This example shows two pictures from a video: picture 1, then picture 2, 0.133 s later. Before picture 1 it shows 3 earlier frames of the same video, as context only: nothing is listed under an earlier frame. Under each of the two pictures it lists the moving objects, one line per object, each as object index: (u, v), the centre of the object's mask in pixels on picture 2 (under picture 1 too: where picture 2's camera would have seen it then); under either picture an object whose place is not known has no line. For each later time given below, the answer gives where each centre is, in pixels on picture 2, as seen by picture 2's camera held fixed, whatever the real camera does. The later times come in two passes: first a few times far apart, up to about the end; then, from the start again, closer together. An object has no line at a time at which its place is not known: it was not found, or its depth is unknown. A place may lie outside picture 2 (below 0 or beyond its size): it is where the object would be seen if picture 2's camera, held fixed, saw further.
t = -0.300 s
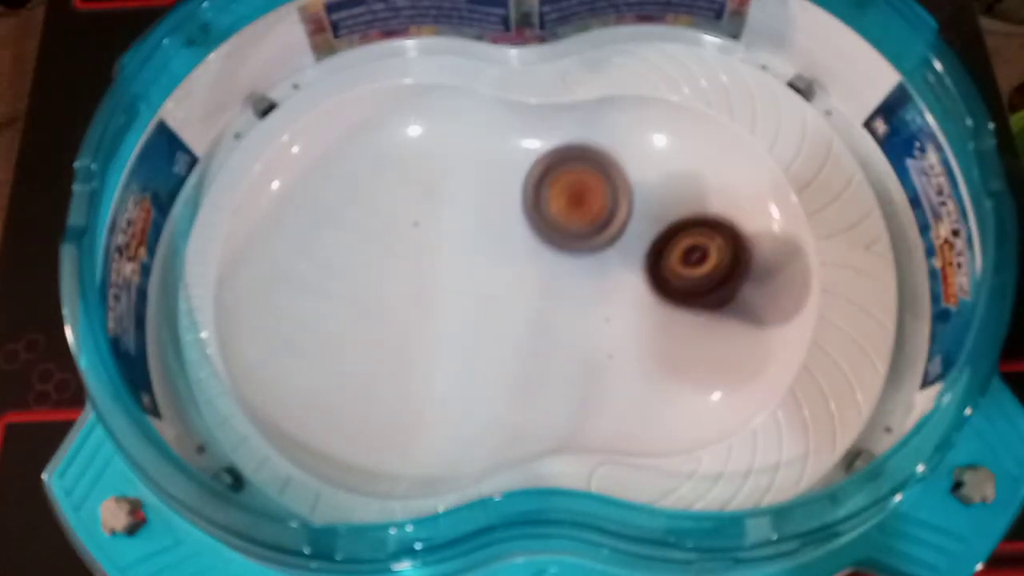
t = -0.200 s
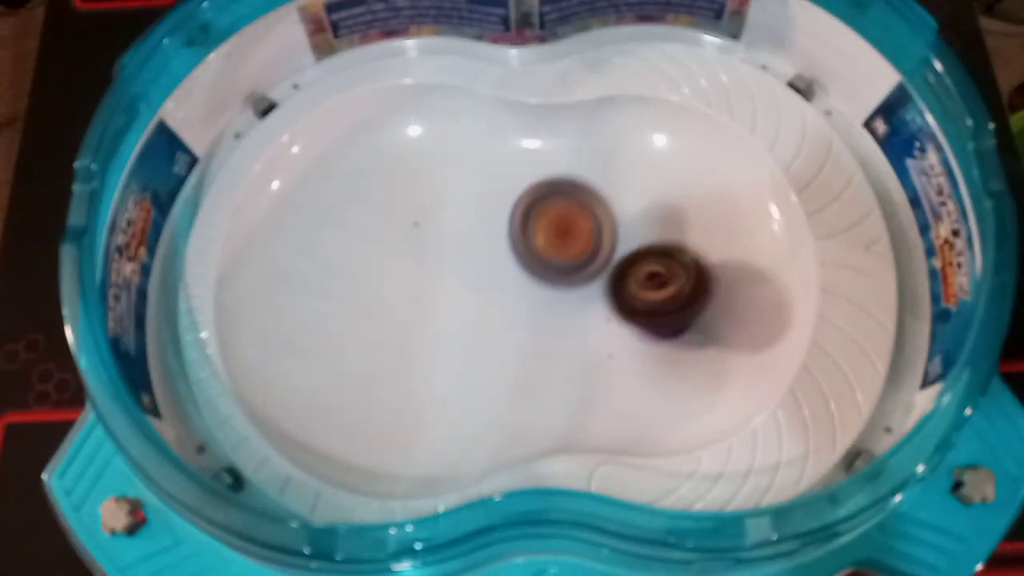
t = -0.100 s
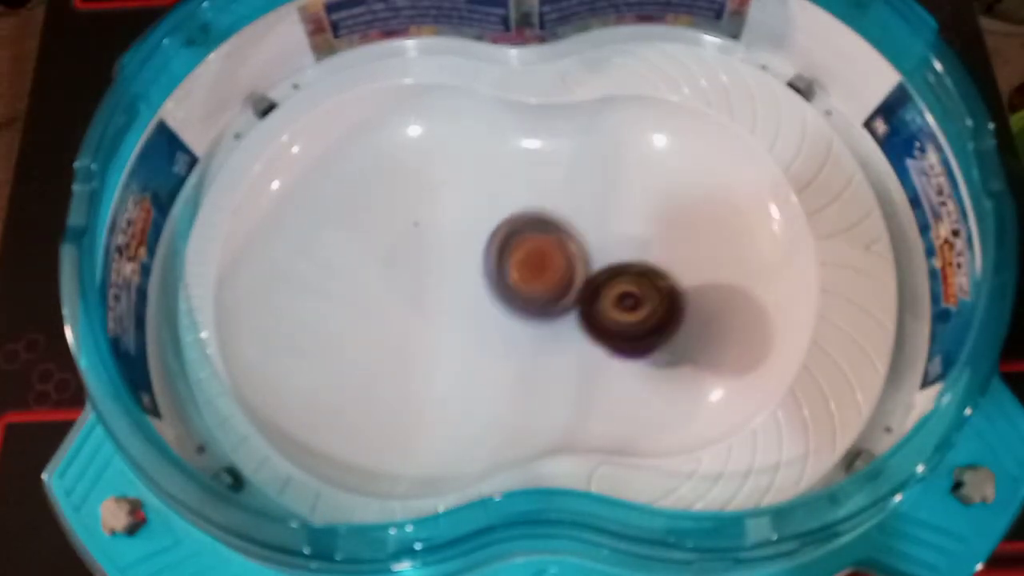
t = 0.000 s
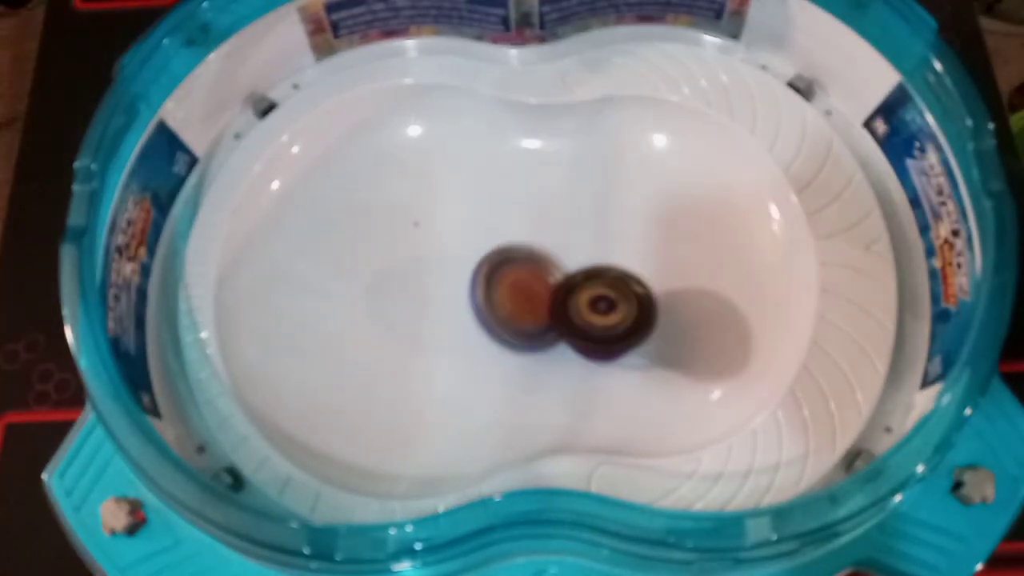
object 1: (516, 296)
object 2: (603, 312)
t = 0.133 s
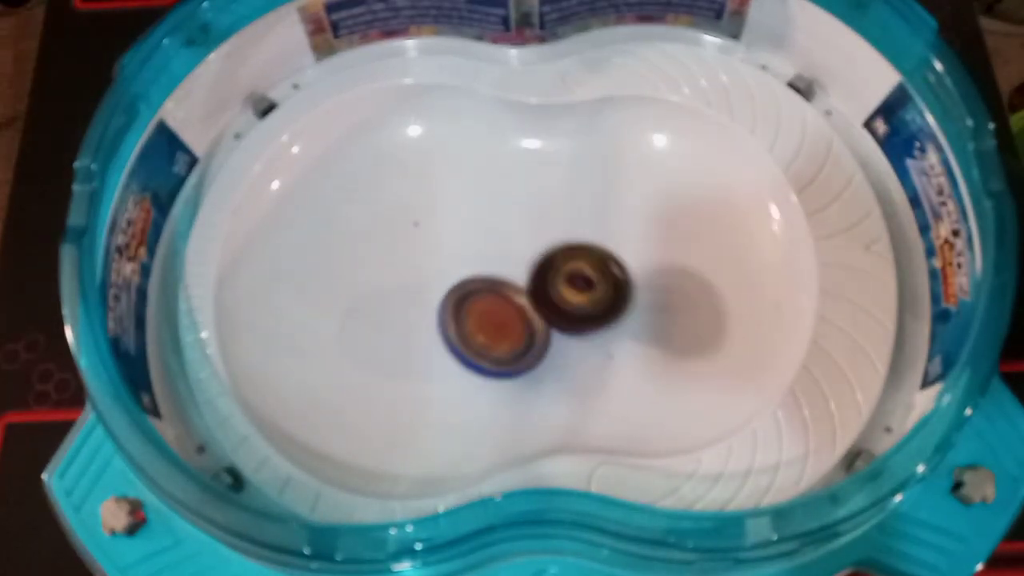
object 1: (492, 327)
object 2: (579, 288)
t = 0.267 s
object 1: (477, 339)
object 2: (546, 245)
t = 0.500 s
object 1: (450, 353)
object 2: (473, 169)
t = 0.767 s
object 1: (468, 292)
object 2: (376, 150)
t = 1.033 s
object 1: (445, 233)
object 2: (335, 258)
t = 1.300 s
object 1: (387, 221)
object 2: (371, 369)
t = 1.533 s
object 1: (348, 241)
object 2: (429, 373)
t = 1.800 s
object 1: (361, 291)
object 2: (465, 294)
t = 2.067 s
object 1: (421, 314)
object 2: (502, 210)
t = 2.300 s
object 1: (454, 303)
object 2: (541, 217)
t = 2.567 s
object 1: (447, 257)
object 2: (588, 292)
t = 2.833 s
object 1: (408, 230)
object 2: (597, 345)
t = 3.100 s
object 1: (378, 229)
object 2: (582, 279)
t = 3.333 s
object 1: (387, 256)
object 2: (567, 192)
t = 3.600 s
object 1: (429, 285)
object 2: (548, 198)
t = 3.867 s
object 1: (441, 307)
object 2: (550, 261)
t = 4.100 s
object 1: (415, 308)
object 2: (539, 298)
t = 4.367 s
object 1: (389, 282)
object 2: (497, 270)
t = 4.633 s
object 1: (372, 255)
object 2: (487, 216)
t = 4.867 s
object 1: (385, 256)
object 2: (488, 219)
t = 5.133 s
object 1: (397, 278)
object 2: (511, 273)
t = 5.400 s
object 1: (413, 294)
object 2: (516, 324)
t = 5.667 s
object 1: (407, 288)
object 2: (522, 298)
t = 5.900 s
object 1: (405, 275)
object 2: (522, 242)
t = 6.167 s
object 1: (405, 262)
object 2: (520, 225)
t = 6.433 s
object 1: (400, 263)
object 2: (515, 264)
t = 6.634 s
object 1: (395, 271)
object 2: (501, 295)
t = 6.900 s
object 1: (393, 272)
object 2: (505, 290)
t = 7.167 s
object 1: (388, 277)
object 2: (540, 267)
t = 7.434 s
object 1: (411, 272)
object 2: (561, 278)
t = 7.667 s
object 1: (422, 261)
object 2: (539, 278)
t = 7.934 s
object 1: (413, 263)
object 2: (543, 256)
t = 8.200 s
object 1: (410, 274)
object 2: (546, 267)
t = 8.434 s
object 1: (422, 276)
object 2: (529, 261)
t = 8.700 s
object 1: (410, 275)
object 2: (535, 251)
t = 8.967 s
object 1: (408, 288)
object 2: (524, 258)
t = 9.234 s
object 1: (408, 296)
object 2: (530, 251)
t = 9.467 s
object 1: (402, 287)
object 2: (532, 266)
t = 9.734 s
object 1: (391, 289)
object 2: (505, 257)
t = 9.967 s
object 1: (398, 283)
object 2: (499, 239)
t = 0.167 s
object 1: (489, 331)
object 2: (572, 279)
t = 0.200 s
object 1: (486, 335)
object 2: (563, 268)
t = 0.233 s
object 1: (482, 337)
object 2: (555, 257)
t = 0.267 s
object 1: (477, 339)
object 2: (546, 245)
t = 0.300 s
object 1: (472, 342)
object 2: (537, 233)
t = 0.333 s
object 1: (469, 343)
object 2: (527, 222)
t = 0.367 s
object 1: (465, 345)
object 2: (517, 210)
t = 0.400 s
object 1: (461, 347)
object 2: (506, 199)
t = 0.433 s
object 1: (458, 349)
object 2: (495, 189)
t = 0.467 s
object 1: (453, 351)
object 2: (484, 178)
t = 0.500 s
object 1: (450, 353)
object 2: (473, 169)
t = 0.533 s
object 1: (453, 350)
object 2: (462, 160)
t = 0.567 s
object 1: (459, 343)
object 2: (452, 151)
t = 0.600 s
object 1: (466, 333)
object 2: (440, 144)
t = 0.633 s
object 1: (465, 325)
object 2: (426, 140)
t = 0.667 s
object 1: (467, 317)
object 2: (415, 140)
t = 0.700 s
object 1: (468, 309)
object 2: (400, 139)
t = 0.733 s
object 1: (468, 300)
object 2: (387, 143)
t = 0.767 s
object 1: (468, 292)
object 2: (376, 150)
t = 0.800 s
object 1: (468, 283)
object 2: (366, 159)
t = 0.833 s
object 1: (466, 275)
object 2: (358, 169)
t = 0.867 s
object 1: (464, 267)
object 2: (351, 182)
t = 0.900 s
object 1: (462, 258)
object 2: (346, 195)
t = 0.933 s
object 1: (459, 251)
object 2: (341, 210)
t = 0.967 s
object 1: (455, 245)
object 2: (338, 227)
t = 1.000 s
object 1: (451, 238)
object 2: (336, 242)
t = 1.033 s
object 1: (445, 233)
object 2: (335, 258)
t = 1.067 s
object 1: (438, 228)
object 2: (336, 276)
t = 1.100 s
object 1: (432, 225)
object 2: (338, 292)
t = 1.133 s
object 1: (425, 224)
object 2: (340, 308)
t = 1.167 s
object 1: (417, 223)
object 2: (345, 324)
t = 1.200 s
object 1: (409, 222)
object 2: (351, 337)
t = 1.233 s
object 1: (401, 221)
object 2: (357, 350)
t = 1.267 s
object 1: (394, 221)
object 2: (364, 360)
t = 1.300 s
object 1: (387, 221)
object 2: (371, 369)
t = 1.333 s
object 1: (380, 222)
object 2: (379, 376)
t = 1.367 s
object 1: (373, 223)
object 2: (388, 380)
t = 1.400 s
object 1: (367, 225)
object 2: (397, 383)
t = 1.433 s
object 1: (361, 227)
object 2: (405, 383)
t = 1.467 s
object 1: (356, 231)
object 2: (414, 382)
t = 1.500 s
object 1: (351, 236)
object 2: (422, 378)
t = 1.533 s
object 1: (348, 241)
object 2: (429, 373)
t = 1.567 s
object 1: (346, 247)
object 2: (437, 366)
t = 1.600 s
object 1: (345, 253)
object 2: (440, 357)
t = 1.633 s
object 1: (345, 260)
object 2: (446, 347)
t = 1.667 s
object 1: (347, 266)
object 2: (449, 336)
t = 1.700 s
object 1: (350, 273)
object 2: (455, 325)
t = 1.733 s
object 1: (352, 279)
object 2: (458, 315)
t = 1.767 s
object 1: (356, 285)
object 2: (463, 304)
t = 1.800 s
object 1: (361, 291)
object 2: (465, 294)
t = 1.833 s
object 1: (367, 296)
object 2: (468, 283)
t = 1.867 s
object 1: (374, 301)
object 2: (471, 272)
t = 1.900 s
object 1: (382, 305)
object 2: (475, 263)
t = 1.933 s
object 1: (390, 308)
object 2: (481, 250)
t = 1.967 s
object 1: (397, 312)
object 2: (486, 237)
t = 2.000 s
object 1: (406, 313)
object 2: (492, 225)
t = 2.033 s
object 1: (413, 314)
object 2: (498, 216)
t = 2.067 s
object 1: (421, 314)
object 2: (502, 210)
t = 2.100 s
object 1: (428, 313)
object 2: (506, 207)
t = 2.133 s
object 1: (435, 312)
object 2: (510, 204)
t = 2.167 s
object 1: (441, 309)
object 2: (514, 205)
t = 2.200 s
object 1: (449, 305)
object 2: (519, 209)
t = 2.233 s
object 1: (455, 300)
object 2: (522, 214)
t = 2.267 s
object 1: (455, 299)
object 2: (529, 215)
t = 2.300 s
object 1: (454, 303)
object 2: (541, 217)
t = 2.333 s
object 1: (452, 302)
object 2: (548, 223)
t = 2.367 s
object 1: (454, 296)
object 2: (555, 229)
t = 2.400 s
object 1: (455, 288)
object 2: (562, 237)
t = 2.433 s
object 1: (454, 282)
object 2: (569, 247)
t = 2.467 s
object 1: (453, 275)
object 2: (574, 257)
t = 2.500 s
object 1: (452, 269)
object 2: (580, 269)
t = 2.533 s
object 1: (449, 263)
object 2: (586, 280)
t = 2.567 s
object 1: (447, 257)
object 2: (588, 292)
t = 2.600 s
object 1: (444, 251)
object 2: (593, 303)
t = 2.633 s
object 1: (440, 247)
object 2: (594, 314)
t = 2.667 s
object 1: (436, 242)
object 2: (596, 323)
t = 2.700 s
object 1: (431, 238)
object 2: (597, 330)
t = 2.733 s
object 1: (426, 235)
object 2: (598, 337)
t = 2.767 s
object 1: (420, 233)
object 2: (598, 342)
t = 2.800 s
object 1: (414, 231)
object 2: (597, 344)
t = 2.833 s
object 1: (408, 230)
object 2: (597, 345)
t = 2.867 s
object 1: (402, 228)
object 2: (597, 343)
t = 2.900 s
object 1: (396, 227)
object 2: (596, 340)
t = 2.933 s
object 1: (391, 227)
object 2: (594, 334)
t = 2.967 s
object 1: (387, 226)
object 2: (592, 326)
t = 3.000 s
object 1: (384, 226)
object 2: (590, 317)
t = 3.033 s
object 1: (382, 226)
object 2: (587, 305)
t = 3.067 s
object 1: (380, 227)
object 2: (585, 293)
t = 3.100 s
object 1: (378, 229)
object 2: (582, 279)
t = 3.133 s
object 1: (377, 232)
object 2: (579, 265)
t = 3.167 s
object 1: (376, 236)
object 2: (578, 251)
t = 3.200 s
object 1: (377, 240)
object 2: (575, 236)
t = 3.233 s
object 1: (378, 242)
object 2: (573, 224)
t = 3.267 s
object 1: (380, 247)
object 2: (571, 211)
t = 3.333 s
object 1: (387, 256)
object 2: (567, 192)
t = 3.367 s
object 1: (392, 260)
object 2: (564, 186)
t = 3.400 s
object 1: (396, 264)
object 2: (561, 180)
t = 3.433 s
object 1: (401, 268)
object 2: (560, 177)
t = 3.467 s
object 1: (407, 272)
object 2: (557, 178)
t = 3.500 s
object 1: (412, 276)
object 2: (553, 179)
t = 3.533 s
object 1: (418, 279)
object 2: (552, 183)
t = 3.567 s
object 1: (423, 282)
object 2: (551, 189)
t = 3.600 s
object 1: (429, 285)
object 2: (548, 198)
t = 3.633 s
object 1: (433, 288)
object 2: (547, 205)
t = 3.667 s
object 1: (439, 290)
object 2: (544, 215)
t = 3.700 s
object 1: (444, 292)
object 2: (542, 225)
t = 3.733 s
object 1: (448, 294)
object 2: (540, 235)
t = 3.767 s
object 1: (448, 299)
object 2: (545, 243)
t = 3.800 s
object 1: (447, 304)
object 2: (549, 251)
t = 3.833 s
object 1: (445, 305)
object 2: (549, 258)
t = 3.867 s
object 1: (441, 307)
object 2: (550, 261)
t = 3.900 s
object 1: (438, 310)
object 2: (553, 269)
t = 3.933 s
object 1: (435, 311)
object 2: (551, 278)
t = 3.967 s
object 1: (431, 311)
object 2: (549, 282)
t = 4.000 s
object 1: (427, 311)
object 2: (549, 287)
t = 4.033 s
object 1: (423, 310)
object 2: (547, 293)
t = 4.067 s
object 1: (419, 309)
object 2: (542, 297)
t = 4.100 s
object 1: (415, 308)
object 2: (539, 298)
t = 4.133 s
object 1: (412, 306)
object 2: (536, 299)
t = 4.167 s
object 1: (409, 304)
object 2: (530, 299)
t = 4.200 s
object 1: (405, 301)
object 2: (524, 298)
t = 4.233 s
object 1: (402, 298)
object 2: (521, 294)
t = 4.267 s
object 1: (398, 294)
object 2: (515, 290)
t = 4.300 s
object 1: (394, 290)
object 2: (507, 284)
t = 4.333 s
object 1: (391, 287)
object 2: (501, 277)
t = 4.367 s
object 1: (389, 282)
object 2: (497, 270)
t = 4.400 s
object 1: (385, 279)
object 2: (493, 263)
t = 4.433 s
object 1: (382, 277)
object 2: (492, 255)
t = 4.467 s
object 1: (380, 273)
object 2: (490, 243)
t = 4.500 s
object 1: (377, 269)
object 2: (492, 236)
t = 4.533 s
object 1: (375, 266)
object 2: (490, 230)
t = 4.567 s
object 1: (373, 262)
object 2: (488, 223)
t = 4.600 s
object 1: (373, 259)
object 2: (488, 218)
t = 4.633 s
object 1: (372, 255)
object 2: (487, 216)
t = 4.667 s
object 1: (372, 254)
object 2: (485, 213)
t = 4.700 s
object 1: (375, 252)
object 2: (482, 211)
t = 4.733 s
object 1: (377, 251)
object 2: (481, 209)
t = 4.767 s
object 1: (380, 249)
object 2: (480, 210)
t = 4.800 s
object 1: (381, 251)
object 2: (482, 212)
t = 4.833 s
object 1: (383, 255)
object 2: (485, 215)
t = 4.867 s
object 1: (385, 256)
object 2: (488, 219)
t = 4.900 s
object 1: (386, 259)
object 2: (491, 224)
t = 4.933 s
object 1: (388, 259)
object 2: (493, 228)
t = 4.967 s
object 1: (389, 262)
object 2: (494, 234)
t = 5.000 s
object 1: (391, 265)
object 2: (496, 241)
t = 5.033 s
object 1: (393, 270)
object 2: (500, 249)
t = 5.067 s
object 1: (394, 274)
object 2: (504, 258)
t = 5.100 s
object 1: (397, 276)
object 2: (505, 266)
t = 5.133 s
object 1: (397, 278)
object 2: (511, 273)
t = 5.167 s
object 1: (398, 280)
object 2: (513, 283)
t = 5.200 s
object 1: (400, 283)
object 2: (514, 292)
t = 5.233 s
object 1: (401, 284)
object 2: (515, 298)
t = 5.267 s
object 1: (404, 286)
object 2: (516, 305)
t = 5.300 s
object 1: (407, 289)
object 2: (515, 310)
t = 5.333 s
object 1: (410, 290)
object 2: (516, 314)
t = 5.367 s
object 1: (411, 294)
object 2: (519, 320)
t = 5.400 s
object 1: (413, 294)
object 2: (516, 324)
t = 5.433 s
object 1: (411, 293)
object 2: (516, 322)
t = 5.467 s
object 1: (409, 294)
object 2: (522, 322)
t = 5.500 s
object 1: (407, 295)
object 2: (522, 324)
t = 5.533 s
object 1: (409, 292)
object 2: (521, 320)
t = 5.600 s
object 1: (405, 291)
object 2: (526, 313)
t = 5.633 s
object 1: (408, 290)
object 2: (523, 307)
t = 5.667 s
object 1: (407, 288)
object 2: (522, 298)
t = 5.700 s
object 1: (407, 286)
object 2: (523, 290)
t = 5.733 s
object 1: (404, 286)
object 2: (524, 284)
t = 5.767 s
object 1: (406, 283)
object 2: (521, 275)
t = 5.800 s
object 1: (406, 282)
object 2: (522, 266)
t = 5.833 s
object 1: (406, 280)
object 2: (522, 258)
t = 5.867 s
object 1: (405, 279)
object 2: (523, 250)
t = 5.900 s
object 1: (405, 275)
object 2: (522, 242)
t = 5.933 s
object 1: (404, 275)
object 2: (524, 235)
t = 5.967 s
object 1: (404, 272)
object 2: (524, 230)
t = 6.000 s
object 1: (404, 270)
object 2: (524, 226)
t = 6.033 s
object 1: (403, 267)
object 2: (524, 223)
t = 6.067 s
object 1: (404, 266)
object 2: (524, 220)
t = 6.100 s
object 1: (404, 264)
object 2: (524, 220)
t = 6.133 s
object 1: (405, 263)
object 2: (524, 223)
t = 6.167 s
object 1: (405, 262)
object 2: (520, 225)
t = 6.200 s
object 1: (406, 262)
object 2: (520, 225)
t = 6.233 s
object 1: (405, 261)
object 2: (520, 230)
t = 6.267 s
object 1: (406, 260)
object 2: (518, 238)
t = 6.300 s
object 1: (405, 260)
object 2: (513, 242)
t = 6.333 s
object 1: (404, 262)
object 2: (516, 244)
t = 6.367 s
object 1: (403, 263)
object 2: (520, 253)
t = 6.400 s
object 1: (403, 262)
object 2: (517, 260)
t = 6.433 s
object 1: (400, 263)
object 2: (515, 264)
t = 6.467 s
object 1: (401, 263)
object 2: (516, 267)
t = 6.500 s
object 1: (400, 264)
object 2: (516, 274)
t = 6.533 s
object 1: (399, 264)
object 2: (511, 280)
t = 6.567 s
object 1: (397, 268)
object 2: (506, 283)
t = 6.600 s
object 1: (394, 270)
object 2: (507, 291)
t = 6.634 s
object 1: (395, 271)
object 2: (501, 295)
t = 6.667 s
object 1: (395, 270)
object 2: (501, 295)
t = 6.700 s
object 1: (392, 270)
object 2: (505, 296)
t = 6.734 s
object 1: (388, 274)
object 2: (507, 299)
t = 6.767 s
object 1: (392, 273)
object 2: (505, 300)
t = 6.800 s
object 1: (389, 272)
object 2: (503, 299)
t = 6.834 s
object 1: (390, 272)
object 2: (503, 294)
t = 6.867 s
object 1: (391, 275)
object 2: (505, 291)
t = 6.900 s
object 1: (393, 272)
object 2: (505, 290)
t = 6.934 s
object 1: (391, 272)
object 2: (500, 286)
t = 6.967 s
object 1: (390, 275)
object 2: (505, 281)
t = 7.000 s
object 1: (386, 278)
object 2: (513, 280)
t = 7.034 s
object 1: (387, 277)
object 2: (516, 276)
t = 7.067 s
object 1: (387, 276)
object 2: (523, 269)
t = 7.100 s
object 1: (384, 276)
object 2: (532, 266)
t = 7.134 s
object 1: (384, 278)
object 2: (537, 267)
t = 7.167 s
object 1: (388, 277)
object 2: (540, 267)
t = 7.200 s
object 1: (388, 275)
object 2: (543, 268)
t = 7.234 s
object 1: (388, 275)
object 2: (547, 265)
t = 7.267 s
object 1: (391, 278)
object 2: (553, 266)
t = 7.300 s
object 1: (398, 276)
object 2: (556, 270)
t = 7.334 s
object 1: (398, 276)
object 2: (556, 274)
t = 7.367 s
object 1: (401, 276)
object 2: (554, 274)
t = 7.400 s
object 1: (405, 275)
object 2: (558, 274)
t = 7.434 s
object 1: (411, 272)
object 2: (561, 278)
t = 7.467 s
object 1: (414, 270)
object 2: (558, 284)
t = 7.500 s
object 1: (415, 269)
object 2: (551, 284)
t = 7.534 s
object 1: (417, 269)
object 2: (550, 282)
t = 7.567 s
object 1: (421, 267)
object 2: (553, 282)
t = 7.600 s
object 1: (424, 263)
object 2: (550, 284)
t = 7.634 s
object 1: (424, 261)
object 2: (542, 283)
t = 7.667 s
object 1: (422, 261)
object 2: (539, 278)
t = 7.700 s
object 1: (423, 261)
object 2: (539, 274)
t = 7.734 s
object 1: (424, 259)
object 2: (538, 273)
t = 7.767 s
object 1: (424, 258)
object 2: (531, 269)
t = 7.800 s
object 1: (418, 258)
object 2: (534, 267)
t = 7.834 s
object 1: (412, 262)
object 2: (537, 266)
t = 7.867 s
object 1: (411, 265)
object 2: (537, 263)
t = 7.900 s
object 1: (413, 265)
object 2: (539, 260)
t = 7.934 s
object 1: (413, 263)
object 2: (543, 256)
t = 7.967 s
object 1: (411, 262)
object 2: (548, 255)
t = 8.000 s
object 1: (407, 263)
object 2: (550, 257)
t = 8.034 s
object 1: (405, 266)
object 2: (549, 259)
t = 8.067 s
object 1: (405, 270)
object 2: (547, 259)
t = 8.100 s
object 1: (407, 273)
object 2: (549, 257)
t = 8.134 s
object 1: (409, 273)
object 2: (552, 260)
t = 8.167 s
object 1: (409, 274)
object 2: (551, 264)
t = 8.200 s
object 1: (410, 274)
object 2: (546, 267)
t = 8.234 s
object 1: (411, 276)
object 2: (541, 265)
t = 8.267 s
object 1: (414, 277)
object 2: (542, 265)
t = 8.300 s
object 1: (417, 277)
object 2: (542, 267)
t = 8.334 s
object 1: (420, 277)
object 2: (537, 269)
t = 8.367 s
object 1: (421, 276)
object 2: (532, 266)
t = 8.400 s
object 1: (420, 276)
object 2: (530, 263)
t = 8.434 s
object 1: (422, 276)
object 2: (529, 261)
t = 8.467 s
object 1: (422, 275)
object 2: (527, 260)
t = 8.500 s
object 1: (416, 277)
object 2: (529, 261)
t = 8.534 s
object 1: (414, 278)
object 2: (527, 258)
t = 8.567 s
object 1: (414, 280)
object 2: (527, 252)
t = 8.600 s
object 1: (418, 278)
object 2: (532, 246)
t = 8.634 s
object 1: (416, 277)
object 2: (537, 246)
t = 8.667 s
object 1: (414, 275)
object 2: (537, 249)
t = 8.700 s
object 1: (410, 275)
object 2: (535, 251)
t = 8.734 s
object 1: (408, 278)
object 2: (532, 250)
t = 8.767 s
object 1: (407, 279)
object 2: (534, 248)
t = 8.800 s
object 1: (406, 281)
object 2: (537, 250)
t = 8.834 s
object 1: (406, 281)
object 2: (536, 255)
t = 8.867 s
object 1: (405, 282)
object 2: (531, 257)
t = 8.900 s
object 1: (405, 284)
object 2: (526, 256)
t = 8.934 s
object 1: (406, 286)
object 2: (525, 256)
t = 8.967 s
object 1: (408, 288)
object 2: (524, 258)
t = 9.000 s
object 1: (411, 288)
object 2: (519, 260)
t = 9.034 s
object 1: (411, 289)
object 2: (516, 259)
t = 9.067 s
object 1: (406, 289)
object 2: (519, 258)
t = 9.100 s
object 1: (409, 292)
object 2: (521, 260)
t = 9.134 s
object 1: (410, 294)
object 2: (518, 261)
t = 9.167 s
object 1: (411, 293)
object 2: (518, 257)
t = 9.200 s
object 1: (408, 295)
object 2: (524, 252)
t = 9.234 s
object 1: (408, 296)
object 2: (530, 251)
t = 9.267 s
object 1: (410, 293)
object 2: (532, 255)
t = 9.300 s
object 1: (407, 290)
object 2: (530, 258)
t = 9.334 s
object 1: (401, 291)
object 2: (528, 258)
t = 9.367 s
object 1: (398, 293)
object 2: (530, 255)
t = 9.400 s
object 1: (401, 295)
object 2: (534, 256)
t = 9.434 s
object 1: (405, 291)
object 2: (536, 261)
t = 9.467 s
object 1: (402, 287)
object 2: (532, 266)
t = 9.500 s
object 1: (397, 287)
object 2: (526, 266)
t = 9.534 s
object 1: (394, 291)
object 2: (523, 265)
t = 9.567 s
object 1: (392, 296)
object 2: (524, 265)
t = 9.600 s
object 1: (399, 294)
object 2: (523, 267)
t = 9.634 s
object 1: (402, 288)
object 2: (518, 267)
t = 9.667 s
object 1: (397, 285)
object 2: (512, 265)
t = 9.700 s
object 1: (391, 286)
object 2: (507, 261)
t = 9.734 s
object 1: (391, 289)
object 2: (505, 257)
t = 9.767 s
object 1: (398, 289)
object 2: (504, 253)
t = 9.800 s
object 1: (401, 283)
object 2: (500, 250)
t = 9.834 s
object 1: (398, 280)
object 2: (496, 245)
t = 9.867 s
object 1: (395, 279)
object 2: (500, 243)
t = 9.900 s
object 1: (392, 282)
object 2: (501, 243)
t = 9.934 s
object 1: (394, 285)
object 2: (499, 242)
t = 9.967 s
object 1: (398, 283)
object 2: (499, 239)
